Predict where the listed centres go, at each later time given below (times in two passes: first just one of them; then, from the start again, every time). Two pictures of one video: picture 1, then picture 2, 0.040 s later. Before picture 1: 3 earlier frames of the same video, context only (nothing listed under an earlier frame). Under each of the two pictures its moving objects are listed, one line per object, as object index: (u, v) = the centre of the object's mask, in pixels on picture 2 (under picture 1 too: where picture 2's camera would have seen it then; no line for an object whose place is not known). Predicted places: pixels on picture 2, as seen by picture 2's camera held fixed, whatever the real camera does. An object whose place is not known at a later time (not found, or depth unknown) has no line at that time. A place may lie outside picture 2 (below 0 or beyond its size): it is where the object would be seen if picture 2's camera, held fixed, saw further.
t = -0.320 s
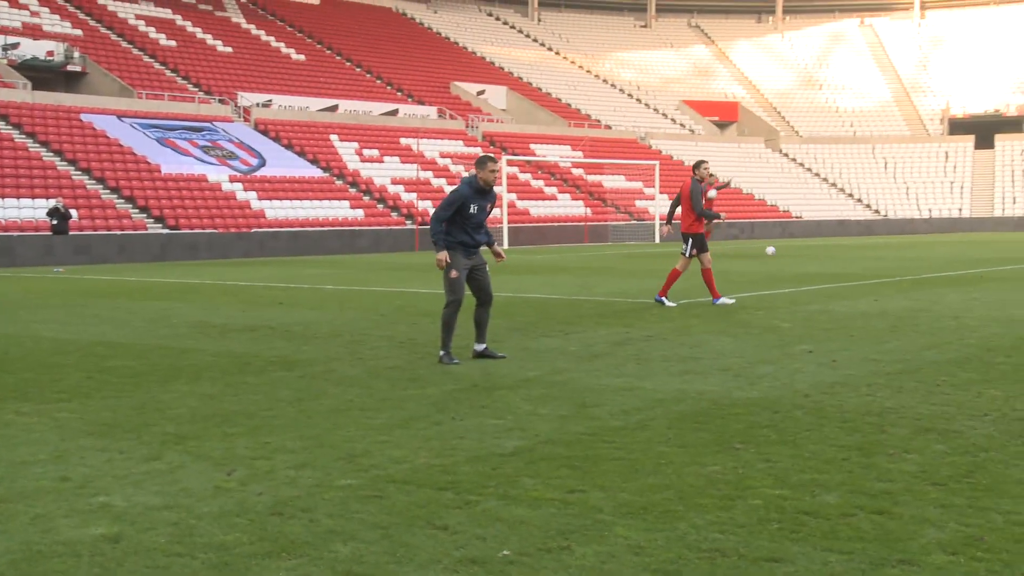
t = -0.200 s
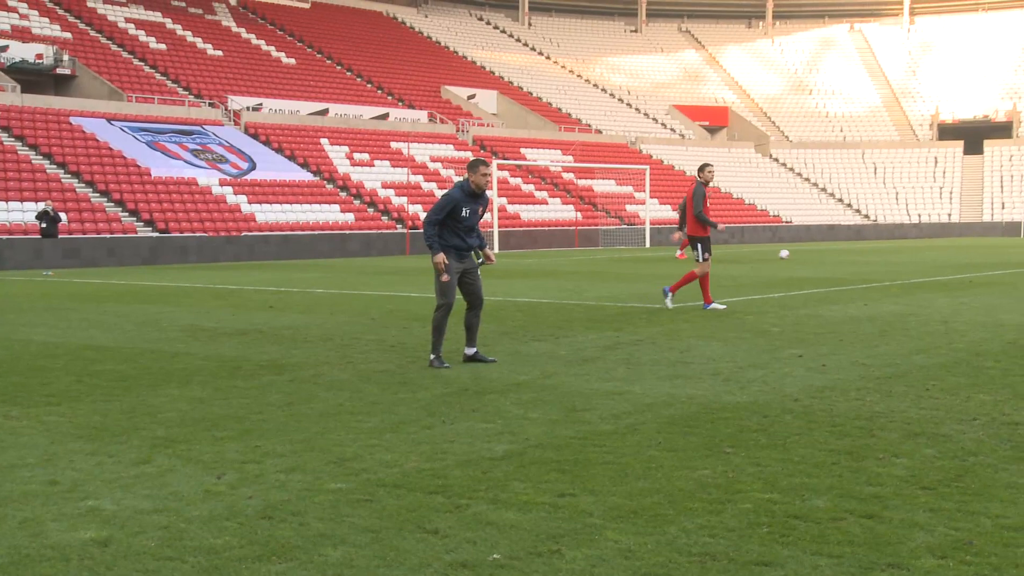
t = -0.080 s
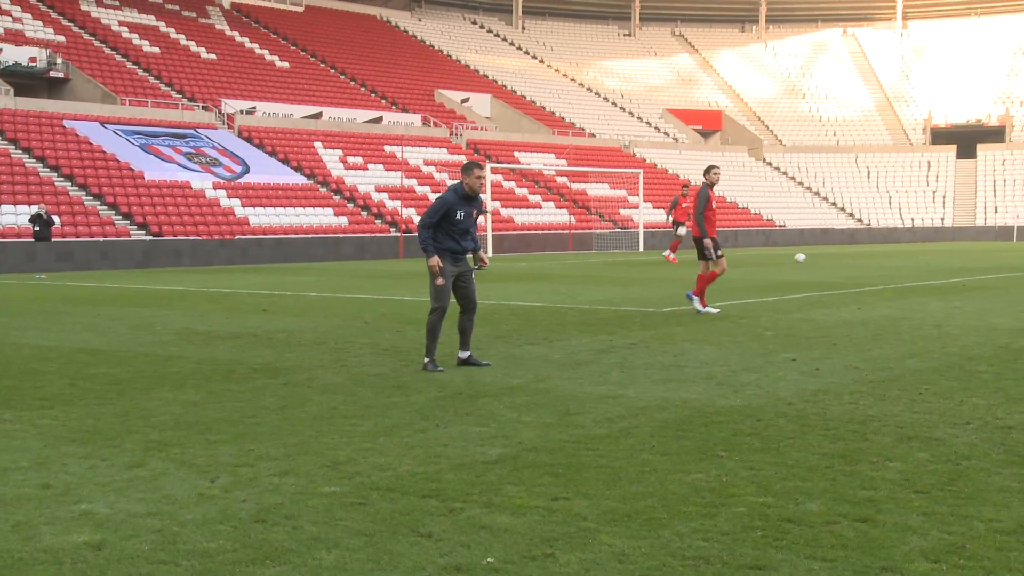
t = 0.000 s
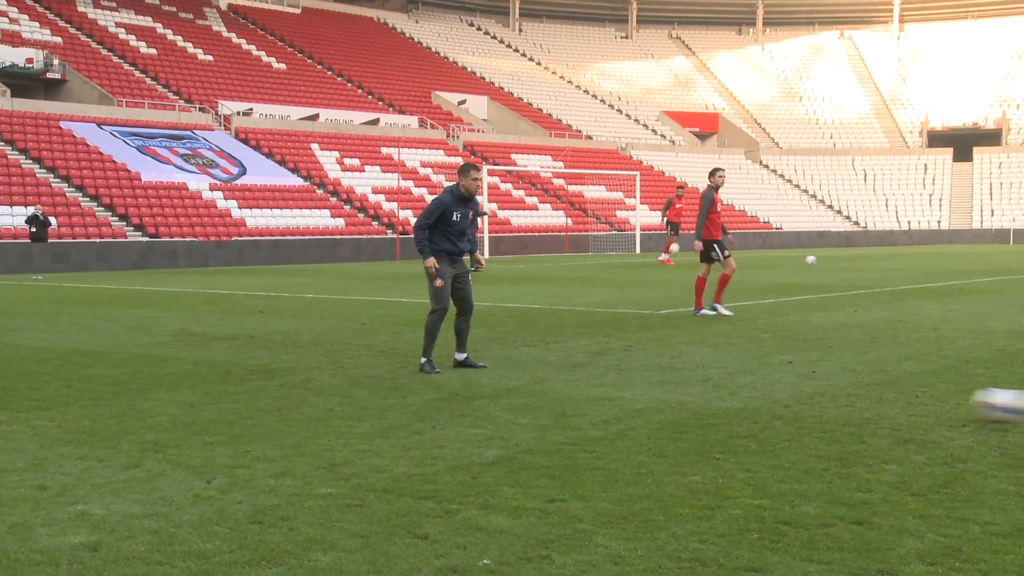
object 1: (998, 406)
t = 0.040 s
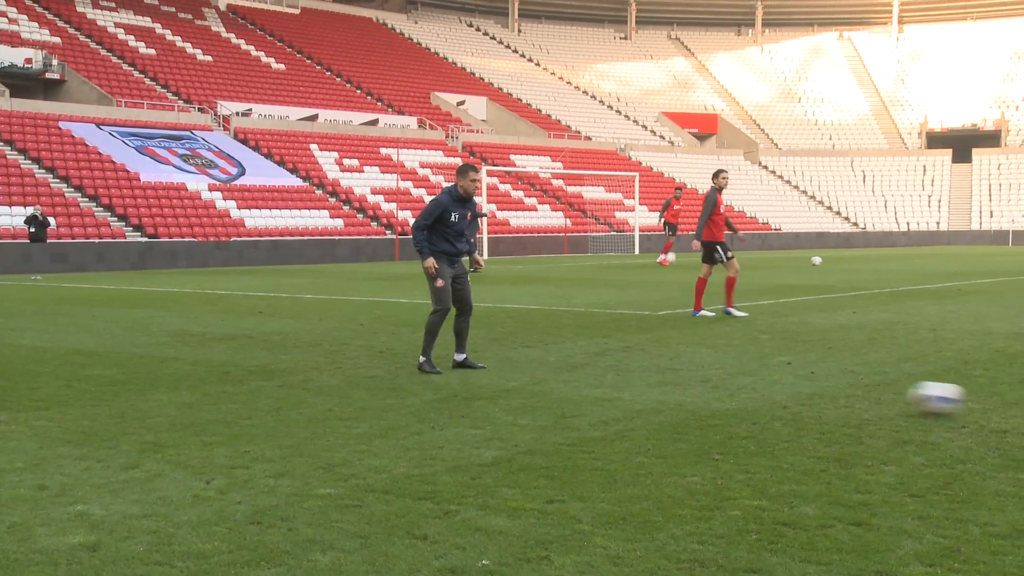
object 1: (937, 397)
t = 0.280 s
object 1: (646, 372)
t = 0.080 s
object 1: (879, 391)
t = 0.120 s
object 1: (824, 388)
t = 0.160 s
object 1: (772, 384)
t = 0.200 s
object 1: (729, 379)
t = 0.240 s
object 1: (685, 375)
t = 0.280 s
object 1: (646, 372)
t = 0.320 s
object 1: (608, 370)
